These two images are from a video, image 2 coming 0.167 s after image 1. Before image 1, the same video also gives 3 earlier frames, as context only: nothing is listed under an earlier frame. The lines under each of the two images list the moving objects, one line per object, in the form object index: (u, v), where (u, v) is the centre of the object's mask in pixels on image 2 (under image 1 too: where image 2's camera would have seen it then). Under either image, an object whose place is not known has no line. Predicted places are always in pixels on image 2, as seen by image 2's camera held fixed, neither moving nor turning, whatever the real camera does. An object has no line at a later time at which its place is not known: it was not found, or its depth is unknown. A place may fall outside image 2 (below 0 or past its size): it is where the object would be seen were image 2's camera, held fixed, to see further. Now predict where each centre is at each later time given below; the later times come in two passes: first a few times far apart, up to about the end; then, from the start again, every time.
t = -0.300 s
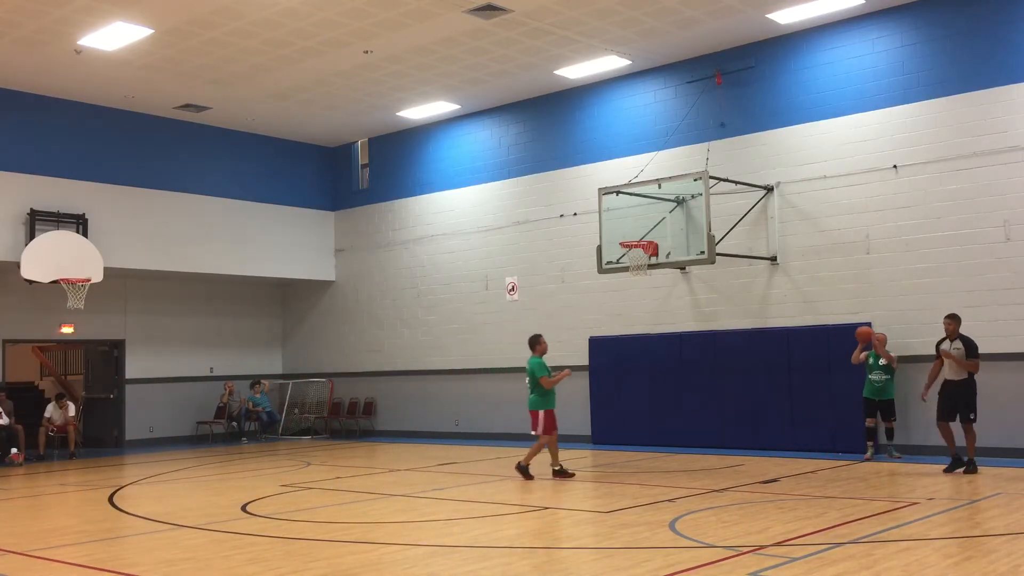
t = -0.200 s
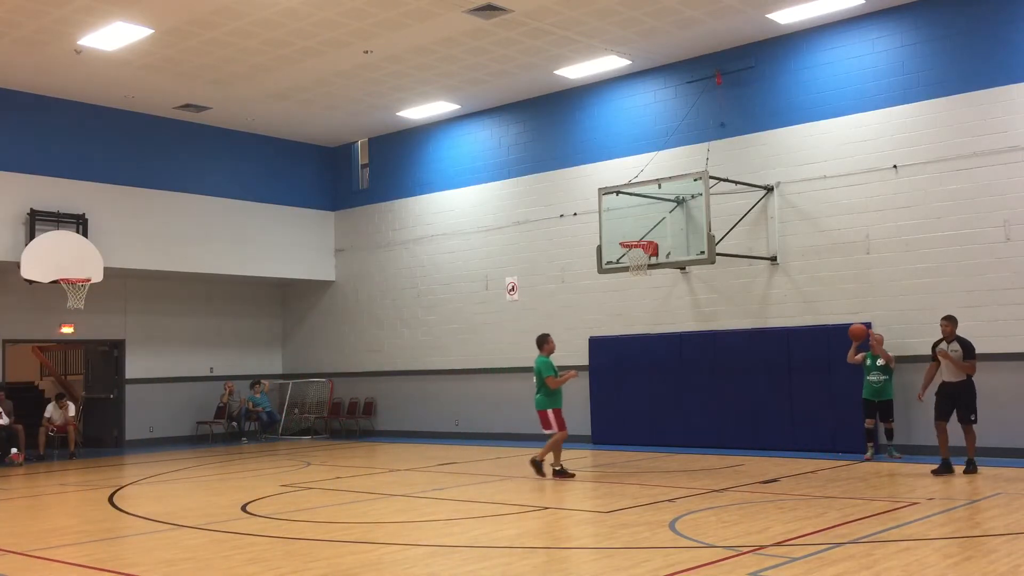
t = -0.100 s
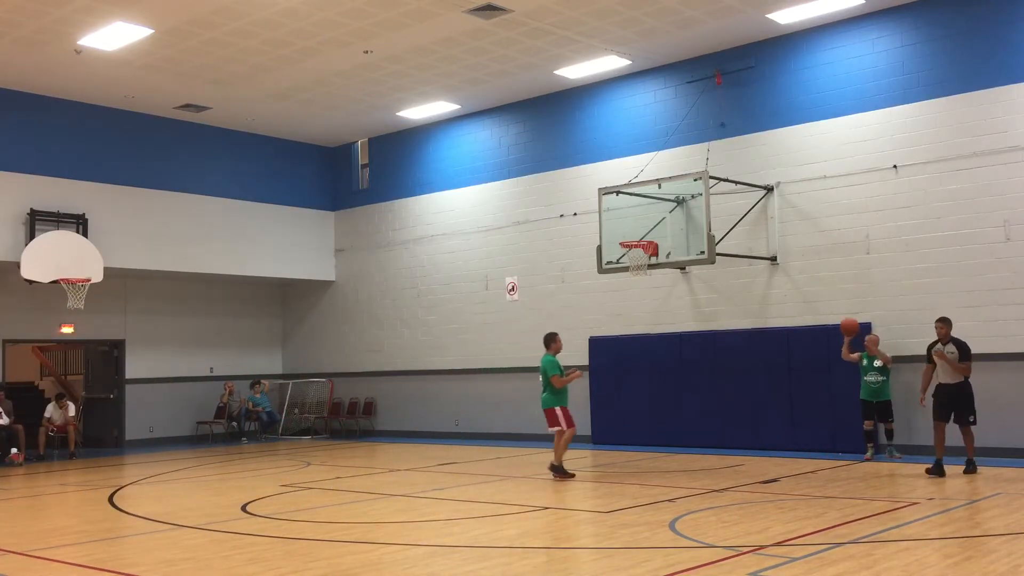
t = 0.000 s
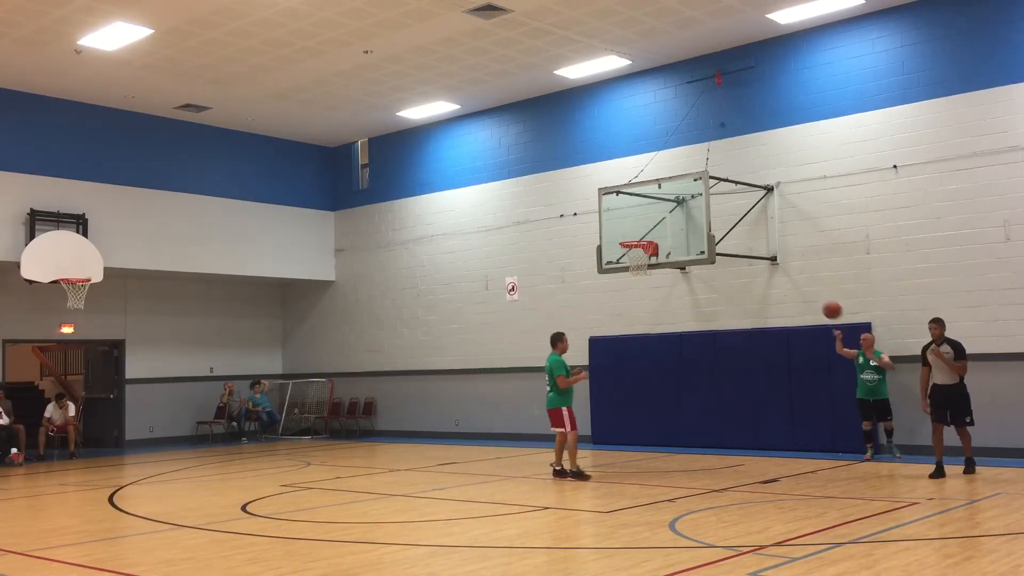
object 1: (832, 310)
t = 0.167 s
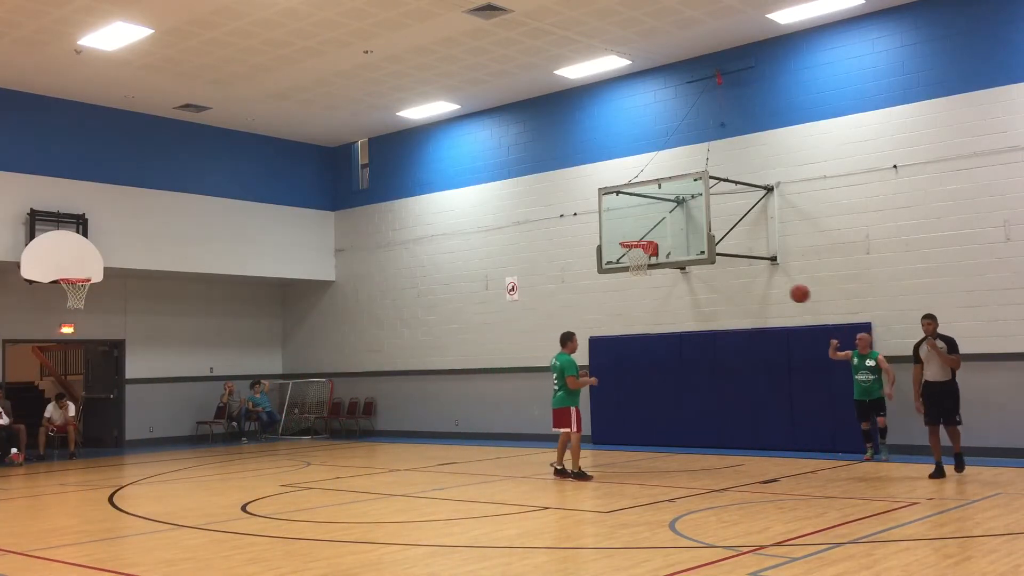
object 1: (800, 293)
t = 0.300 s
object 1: (773, 295)
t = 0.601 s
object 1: (713, 350)
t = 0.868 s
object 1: (657, 470)
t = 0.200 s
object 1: (794, 292)
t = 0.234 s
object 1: (787, 293)
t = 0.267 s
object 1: (780, 293)
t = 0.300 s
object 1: (773, 295)
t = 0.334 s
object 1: (767, 297)
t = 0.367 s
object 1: (760, 301)
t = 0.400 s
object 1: (753, 305)
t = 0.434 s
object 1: (747, 310)
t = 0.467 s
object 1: (740, 316)
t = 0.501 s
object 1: (734, 322)
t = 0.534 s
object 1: (726, 331)
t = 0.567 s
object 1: (719, 341)
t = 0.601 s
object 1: (713, 350)
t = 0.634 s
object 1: (706, 361)
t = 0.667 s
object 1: (699, 373)
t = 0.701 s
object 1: (693, 386)
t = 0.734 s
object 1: (685, 401)
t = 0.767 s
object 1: (678, 417)
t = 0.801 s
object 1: (671, 433)
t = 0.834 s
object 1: (664, 451)
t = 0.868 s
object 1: (657, 470)
